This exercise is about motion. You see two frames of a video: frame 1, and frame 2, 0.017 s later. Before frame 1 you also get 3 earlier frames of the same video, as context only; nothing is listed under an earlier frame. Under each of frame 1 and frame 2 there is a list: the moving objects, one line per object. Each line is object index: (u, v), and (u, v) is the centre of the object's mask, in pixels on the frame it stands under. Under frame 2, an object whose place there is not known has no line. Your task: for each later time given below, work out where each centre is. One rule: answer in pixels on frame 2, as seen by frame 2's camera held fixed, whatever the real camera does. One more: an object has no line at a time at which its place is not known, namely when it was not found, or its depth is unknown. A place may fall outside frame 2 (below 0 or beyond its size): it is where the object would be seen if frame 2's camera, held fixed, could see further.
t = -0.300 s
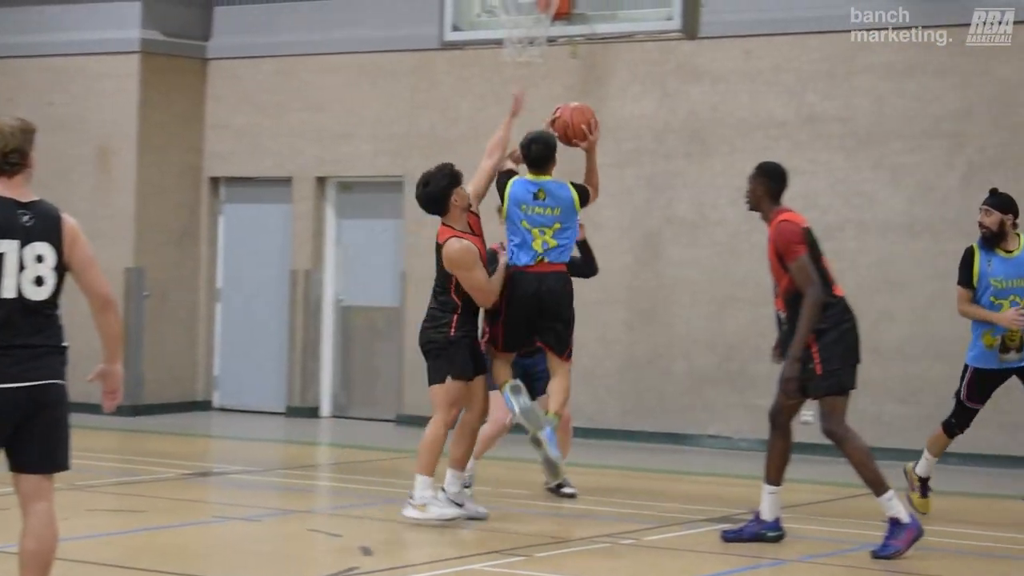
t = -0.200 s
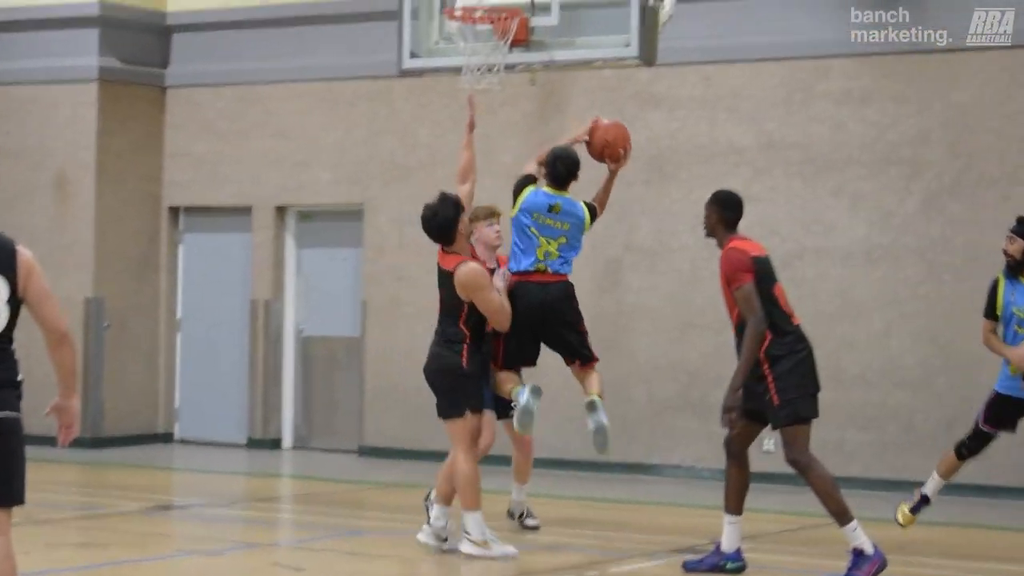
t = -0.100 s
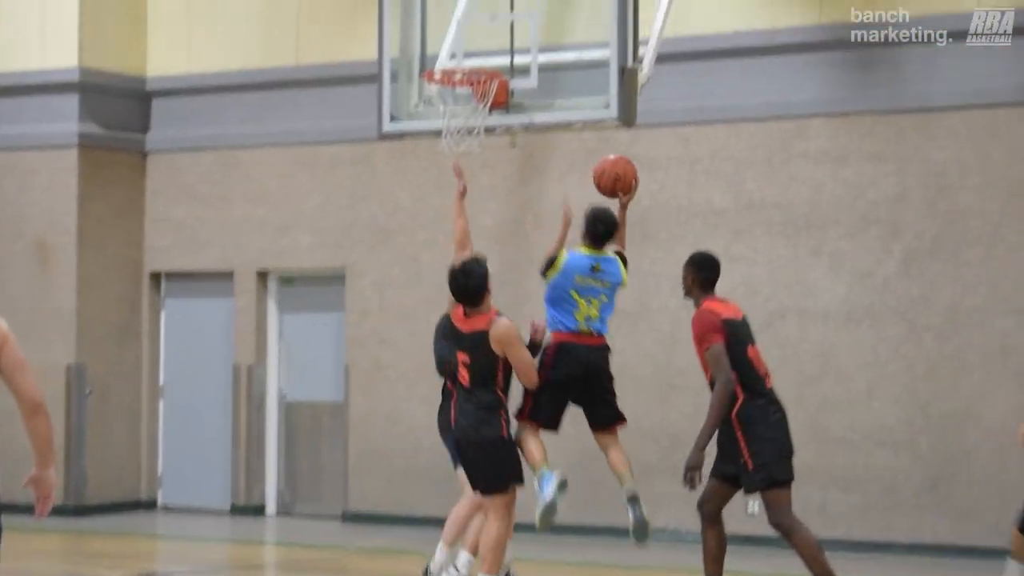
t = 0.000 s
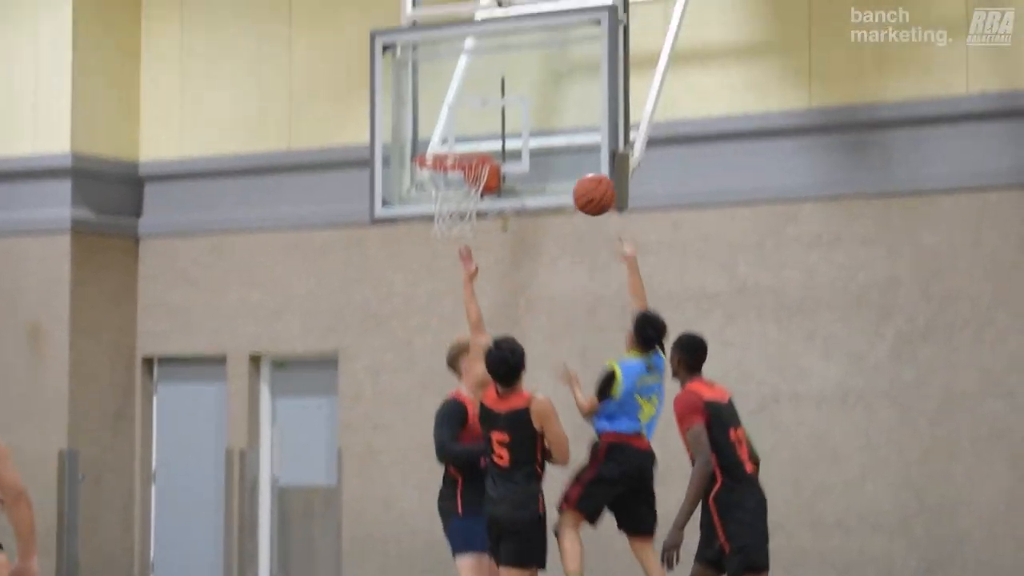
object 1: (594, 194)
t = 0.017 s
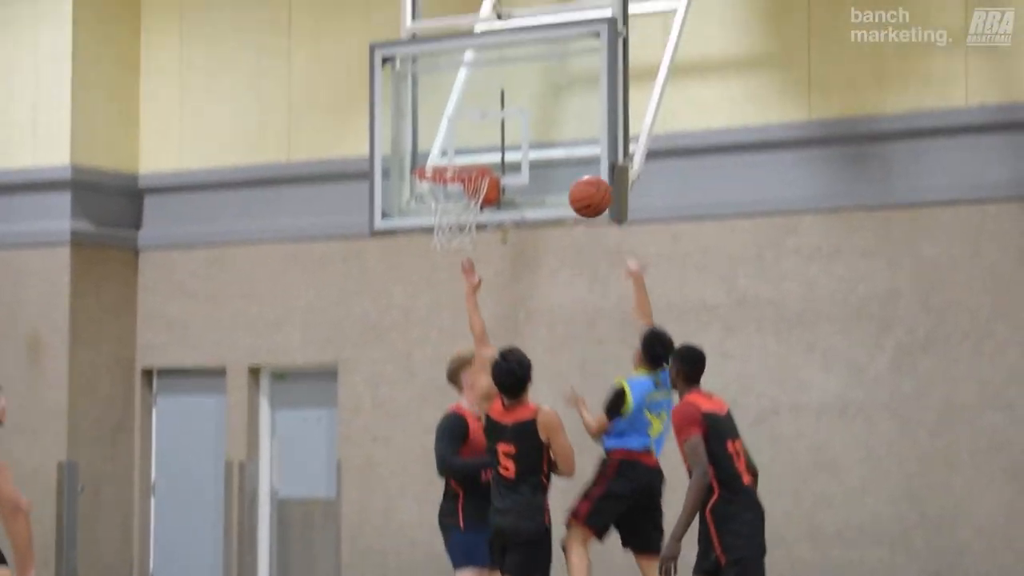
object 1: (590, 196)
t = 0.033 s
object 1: (586, 186)
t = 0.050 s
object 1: (582, 177)
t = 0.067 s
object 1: (578, 168)
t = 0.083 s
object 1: (574, 160)
